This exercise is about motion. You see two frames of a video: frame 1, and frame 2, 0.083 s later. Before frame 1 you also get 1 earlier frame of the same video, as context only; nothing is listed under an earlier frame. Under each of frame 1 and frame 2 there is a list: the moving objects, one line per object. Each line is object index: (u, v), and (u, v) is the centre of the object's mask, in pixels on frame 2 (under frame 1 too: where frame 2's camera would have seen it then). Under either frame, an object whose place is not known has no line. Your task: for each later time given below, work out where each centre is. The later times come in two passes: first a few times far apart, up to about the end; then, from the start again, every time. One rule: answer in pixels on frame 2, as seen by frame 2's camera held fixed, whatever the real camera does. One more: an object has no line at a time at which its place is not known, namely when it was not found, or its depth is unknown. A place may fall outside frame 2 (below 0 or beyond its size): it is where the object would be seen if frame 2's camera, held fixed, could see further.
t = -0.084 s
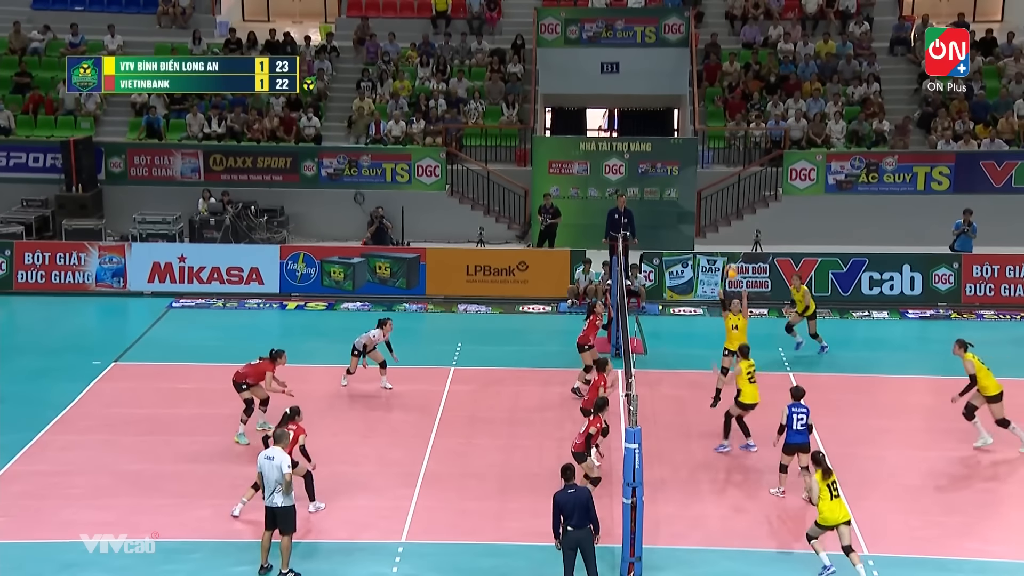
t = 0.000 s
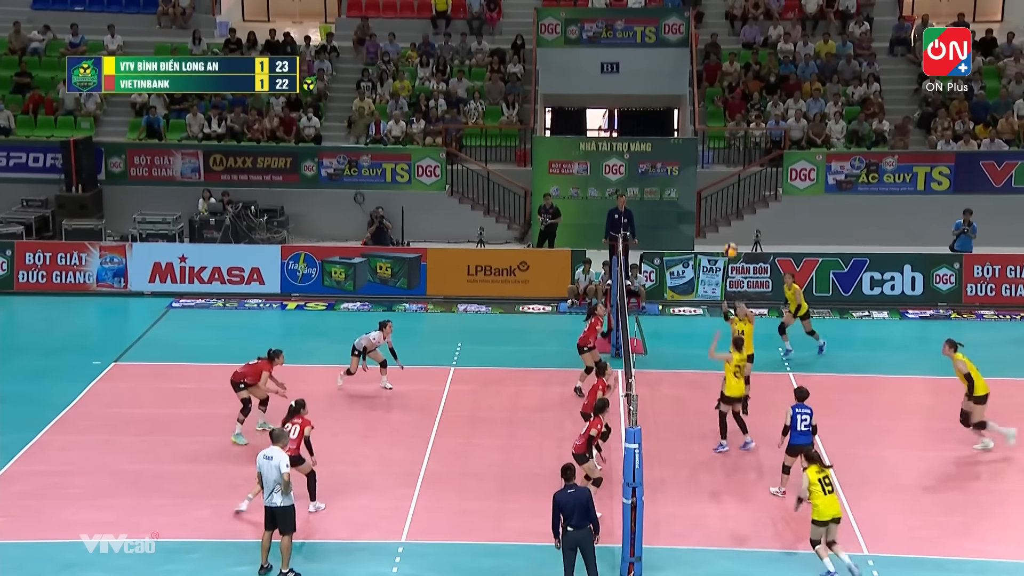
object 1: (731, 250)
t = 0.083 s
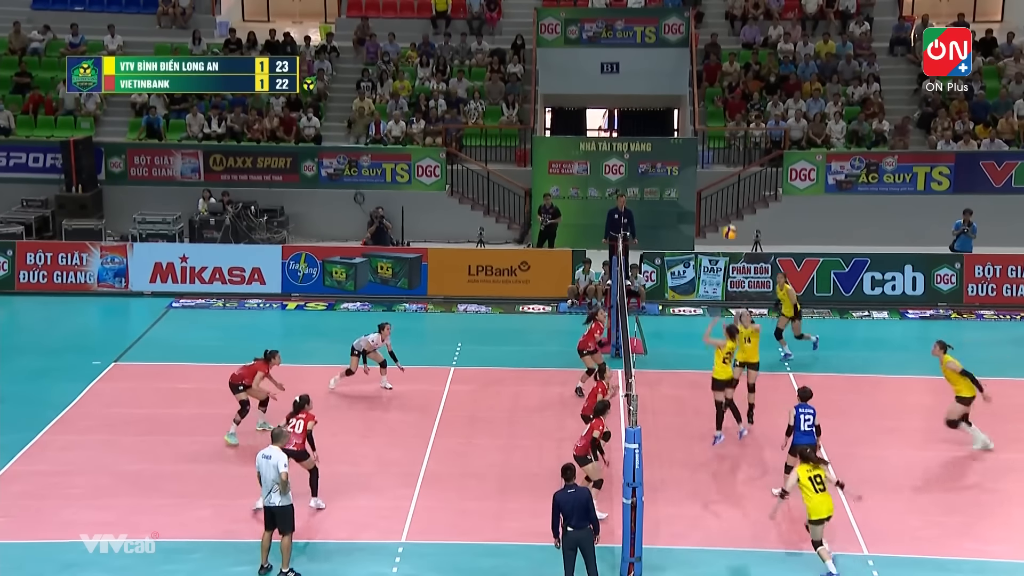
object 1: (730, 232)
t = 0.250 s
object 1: (729, 209)
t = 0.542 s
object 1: (726, 209)
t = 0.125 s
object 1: (729, 225)
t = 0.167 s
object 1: (729, 218)
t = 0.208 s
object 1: (729, 213)
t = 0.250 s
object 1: (729, 209)
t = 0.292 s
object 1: (729, 206)
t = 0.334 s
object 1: (728, 202)
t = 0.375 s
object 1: (728, 202)
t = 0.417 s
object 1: (727, 202)
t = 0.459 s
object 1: (726, 203)
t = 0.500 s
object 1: (726, 206)
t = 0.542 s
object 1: (726, 209)
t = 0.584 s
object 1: (725, 214)
